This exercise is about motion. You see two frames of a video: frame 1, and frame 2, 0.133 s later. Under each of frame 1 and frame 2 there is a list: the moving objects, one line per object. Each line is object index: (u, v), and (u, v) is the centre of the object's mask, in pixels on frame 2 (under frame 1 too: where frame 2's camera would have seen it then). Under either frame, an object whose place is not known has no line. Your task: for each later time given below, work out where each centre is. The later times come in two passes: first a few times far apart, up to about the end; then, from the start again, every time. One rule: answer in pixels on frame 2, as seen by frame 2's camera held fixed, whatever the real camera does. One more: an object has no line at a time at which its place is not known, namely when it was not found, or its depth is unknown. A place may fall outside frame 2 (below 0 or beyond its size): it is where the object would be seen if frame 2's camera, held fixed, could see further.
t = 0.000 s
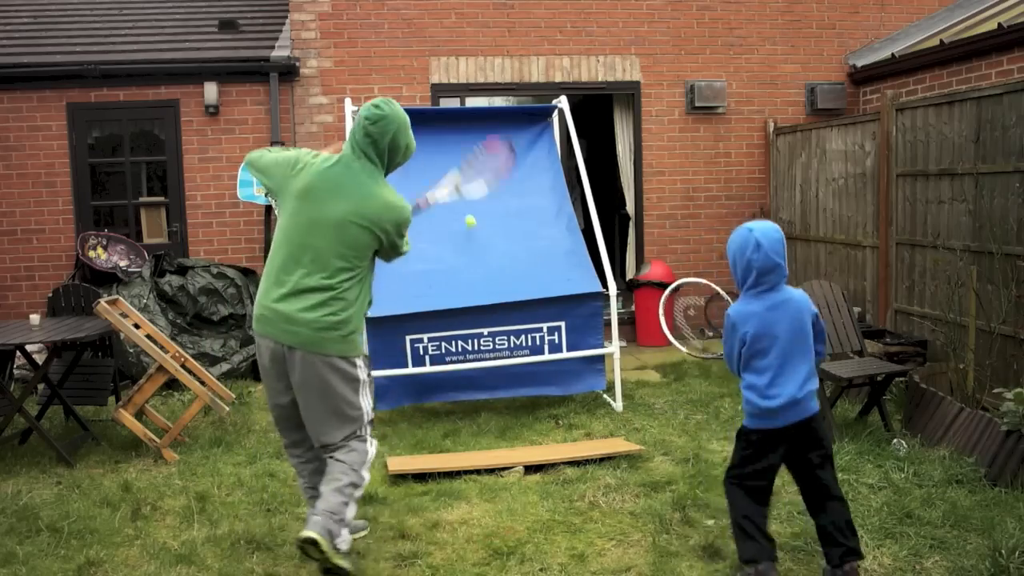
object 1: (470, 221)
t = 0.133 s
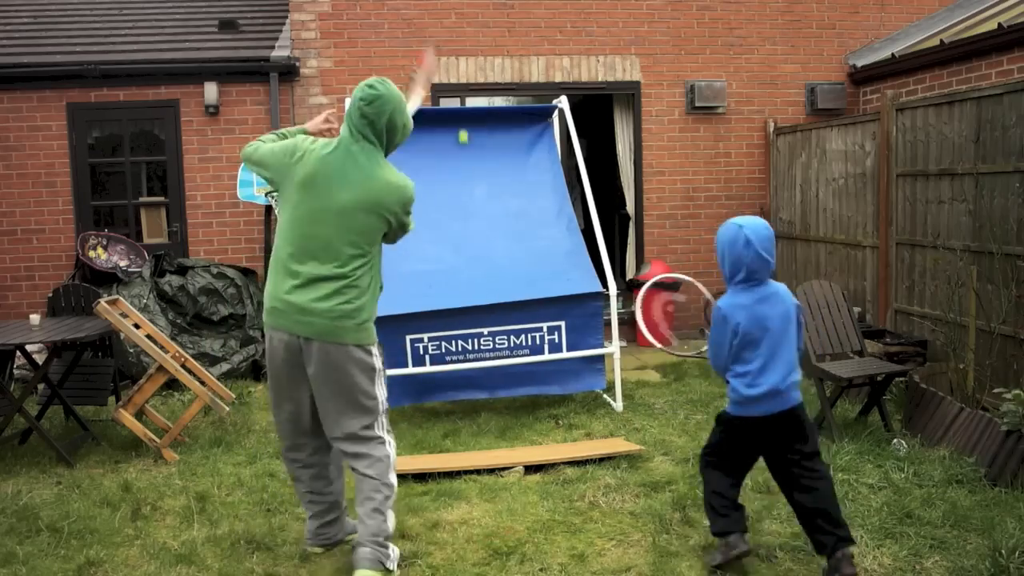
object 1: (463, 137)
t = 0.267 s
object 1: (473, 123)
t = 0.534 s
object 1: (508, 240)
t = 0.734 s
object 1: (527, 291)
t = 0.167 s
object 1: (463, 119)
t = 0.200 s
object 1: (467, 114)
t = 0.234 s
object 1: (470, 117)
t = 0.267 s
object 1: (473, 123)
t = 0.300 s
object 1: (477, 130)
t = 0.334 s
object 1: (481, 139)
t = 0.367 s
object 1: (485, 151)
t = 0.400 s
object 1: (489, 164)
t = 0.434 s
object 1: (494, 179)
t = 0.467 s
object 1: (498, 197)
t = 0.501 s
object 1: (503, 217)
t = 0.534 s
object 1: (508, 240)
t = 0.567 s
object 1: (512, 254)
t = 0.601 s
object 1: (515, 261)
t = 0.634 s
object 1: (518, 270)
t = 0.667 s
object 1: (521, 278)
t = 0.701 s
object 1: (524, 286)
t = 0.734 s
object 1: (527, 291)
